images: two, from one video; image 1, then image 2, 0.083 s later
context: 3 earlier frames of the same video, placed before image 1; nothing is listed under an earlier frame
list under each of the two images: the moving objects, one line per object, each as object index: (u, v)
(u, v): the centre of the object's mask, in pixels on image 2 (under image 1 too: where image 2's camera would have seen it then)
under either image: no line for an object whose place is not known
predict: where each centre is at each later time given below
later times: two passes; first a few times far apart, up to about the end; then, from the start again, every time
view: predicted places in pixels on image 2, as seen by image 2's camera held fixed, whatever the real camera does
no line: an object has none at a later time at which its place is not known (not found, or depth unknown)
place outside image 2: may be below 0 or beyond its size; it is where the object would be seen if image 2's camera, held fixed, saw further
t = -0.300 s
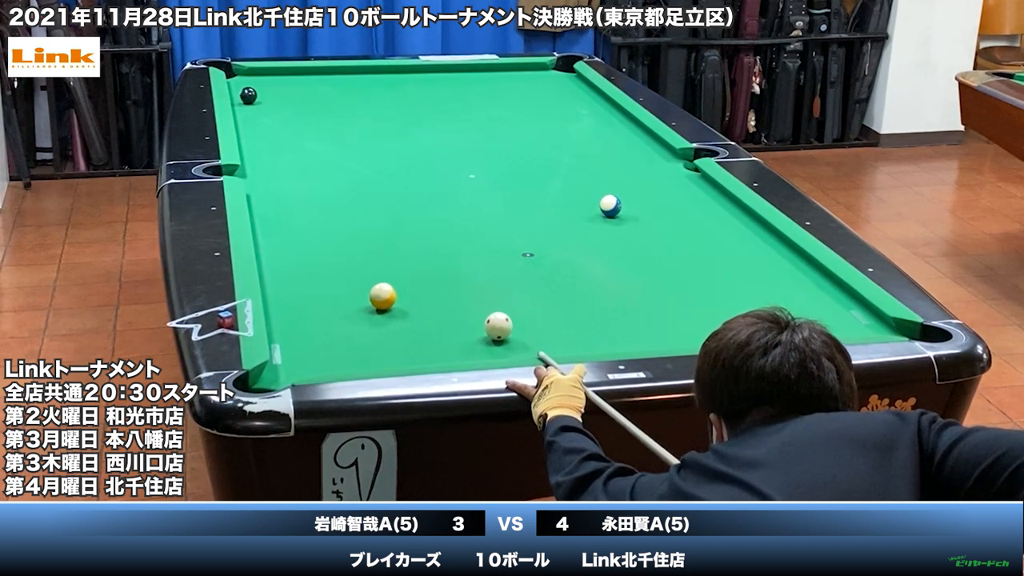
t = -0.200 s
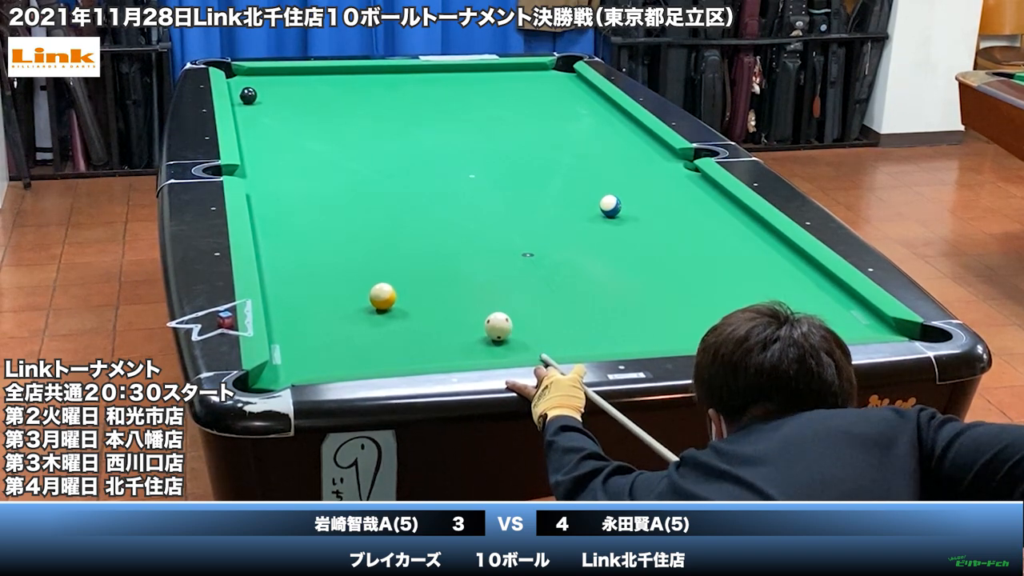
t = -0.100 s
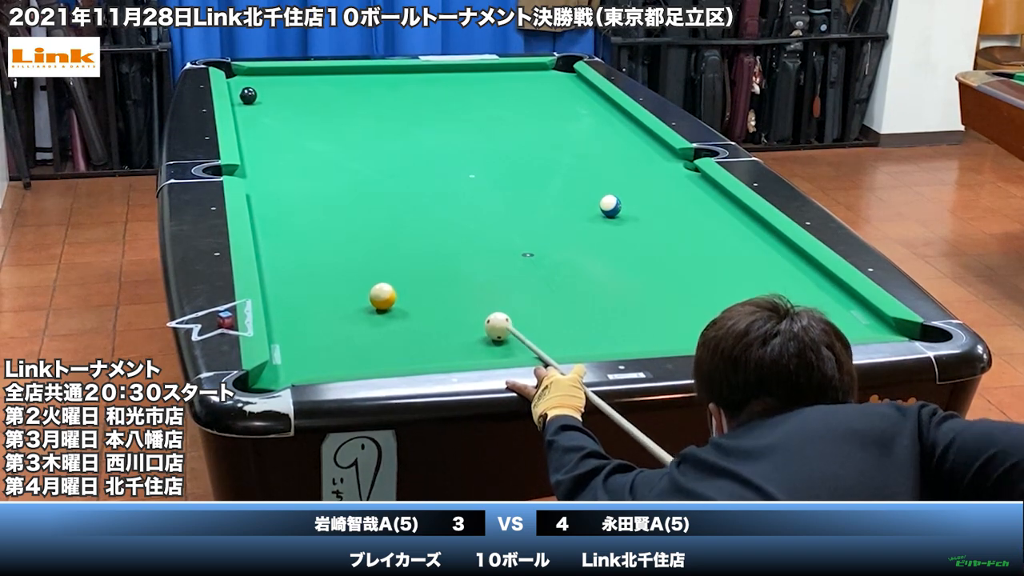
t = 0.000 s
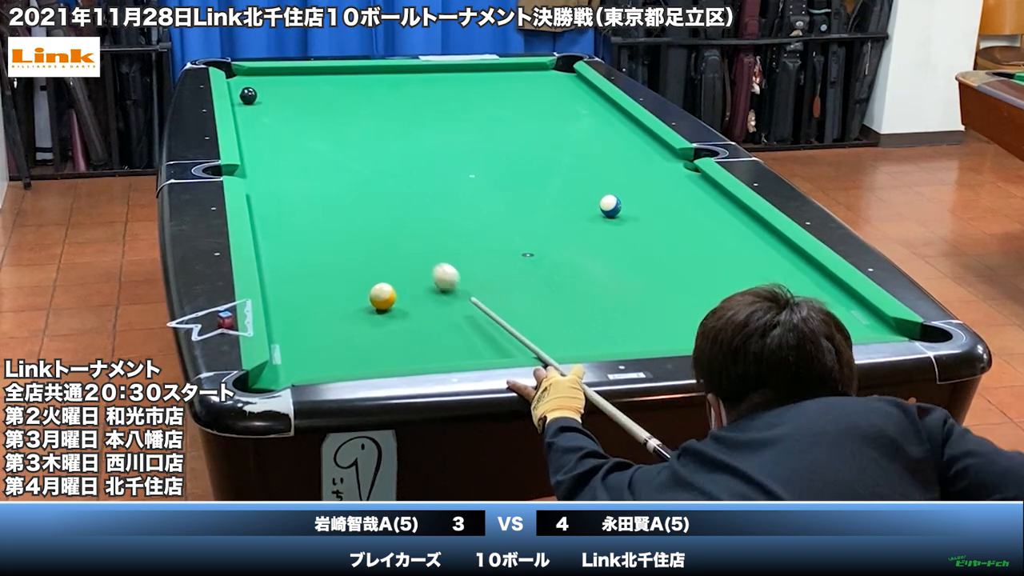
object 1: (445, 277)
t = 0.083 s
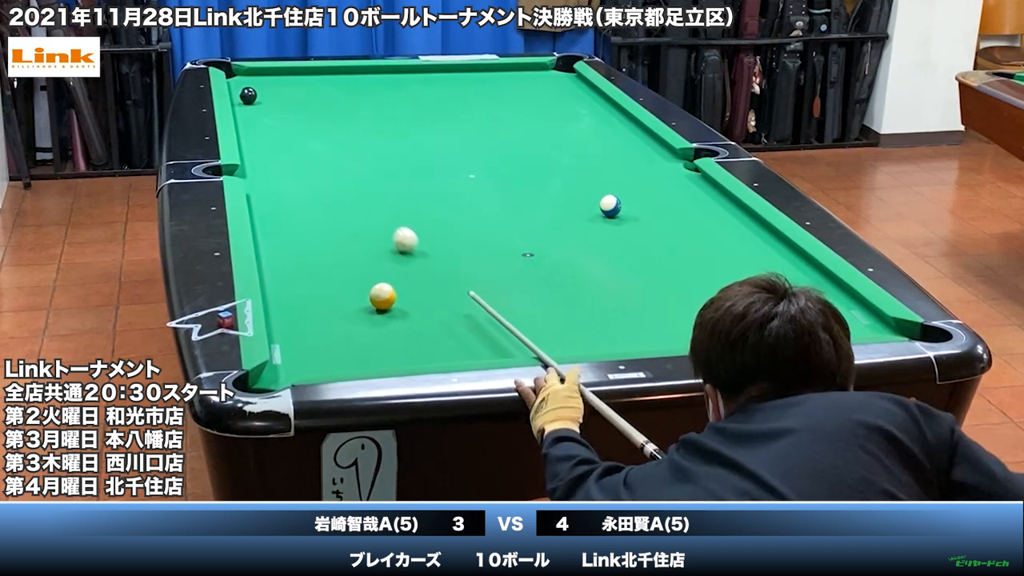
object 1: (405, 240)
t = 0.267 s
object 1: (333, 174)
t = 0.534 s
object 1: (257, 105)
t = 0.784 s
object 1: (241, 96)
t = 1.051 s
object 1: (246, 85)
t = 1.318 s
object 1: (250, 73)
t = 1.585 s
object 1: (254, 74)
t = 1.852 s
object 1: (259, 79)
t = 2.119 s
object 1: (263, 84)
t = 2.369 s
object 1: (267, 88)
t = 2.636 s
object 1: (272, 93)
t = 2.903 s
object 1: (275, 97)
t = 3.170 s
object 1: (279, 101)
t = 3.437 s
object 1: (282, 104)
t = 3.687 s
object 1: (285, 107)
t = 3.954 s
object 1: (288, 110)
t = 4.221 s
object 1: (291, 113)
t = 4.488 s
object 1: (292, 115)
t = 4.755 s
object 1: (293, 117)
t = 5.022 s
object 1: (294, 118)
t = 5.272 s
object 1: (294, 119)
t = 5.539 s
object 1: (294, 120)
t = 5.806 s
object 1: (294, 121)
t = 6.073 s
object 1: (294, 121)
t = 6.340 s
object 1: (294, 121)
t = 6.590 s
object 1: (294, 121)
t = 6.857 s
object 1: (294, 121)
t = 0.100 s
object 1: (398, 234)
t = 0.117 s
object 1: (390, 227)
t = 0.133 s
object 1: (383, 220)
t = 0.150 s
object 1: (377, 214)
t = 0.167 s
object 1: (370, 208)
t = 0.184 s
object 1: (363, 202)
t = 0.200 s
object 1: (357, 196)
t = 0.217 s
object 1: (351, 191)
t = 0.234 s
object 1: (345, 185)
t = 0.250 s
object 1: (339, 180)
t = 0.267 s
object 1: (333, 174)
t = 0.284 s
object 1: (328, 169)
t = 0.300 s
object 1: (323, 165)
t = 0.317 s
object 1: (317, 159)
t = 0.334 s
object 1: (312, 155)
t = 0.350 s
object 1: (307, 150)
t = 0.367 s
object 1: (301, 146)
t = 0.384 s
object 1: (297, 141)
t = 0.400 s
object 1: (292, 137)
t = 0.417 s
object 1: (287, 132)
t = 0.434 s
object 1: (282, 128)
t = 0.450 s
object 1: (278, 124)
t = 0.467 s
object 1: (273, 120)
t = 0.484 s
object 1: (269, 116)
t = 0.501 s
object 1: (265, 112)
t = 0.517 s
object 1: (261, 109)
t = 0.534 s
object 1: (257, 105)
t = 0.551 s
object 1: (253, 102)
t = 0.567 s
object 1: (250, 99)
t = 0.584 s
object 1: (249, 99)
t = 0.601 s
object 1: (247, 99)
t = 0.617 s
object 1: (246, 99)
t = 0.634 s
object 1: (244, 99)
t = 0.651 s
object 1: (242, 99)
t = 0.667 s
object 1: (240, 99)
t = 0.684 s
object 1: (239, 98)
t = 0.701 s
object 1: (238, 98)
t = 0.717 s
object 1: (238, 98)
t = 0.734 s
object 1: (239, 97)
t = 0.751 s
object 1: (240, 97)
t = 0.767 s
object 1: (240, 96)
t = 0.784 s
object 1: (241, 96)
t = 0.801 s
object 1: (242, 95)
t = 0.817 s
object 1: (242, 95)
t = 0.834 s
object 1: (243, 94)
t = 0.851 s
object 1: (244, 93)
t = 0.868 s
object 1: (244, 93)
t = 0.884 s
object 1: (244, 92)
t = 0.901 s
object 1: (244, 91)
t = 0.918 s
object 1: (245, 91)
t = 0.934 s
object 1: (245, 90)
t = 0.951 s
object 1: (245, 89)
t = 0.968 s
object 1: (245, 88)
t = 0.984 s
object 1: (246, 87)
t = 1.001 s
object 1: (246, 87)
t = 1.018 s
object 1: (246, 86)
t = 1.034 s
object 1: (246, 85)
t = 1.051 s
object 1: (246, 85)
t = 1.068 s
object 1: (247, 84)
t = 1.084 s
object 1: (247, 83)
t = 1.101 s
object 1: (247, 82)
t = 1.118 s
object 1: (247, 82)
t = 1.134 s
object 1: (247, 81)
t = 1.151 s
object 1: (248, 81)
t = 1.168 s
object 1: (248, 80)
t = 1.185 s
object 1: (248, 79)
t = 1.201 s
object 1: (248, 78)
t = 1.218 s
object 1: (249, 78)
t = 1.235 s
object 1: (249, 77)
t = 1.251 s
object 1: (249, 76)
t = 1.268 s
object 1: (249, 76)
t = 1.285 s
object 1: (249, 75)
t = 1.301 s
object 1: (249, 74)
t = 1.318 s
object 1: (250, 73)
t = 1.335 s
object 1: (250, 73)
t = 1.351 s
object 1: (250, 72)
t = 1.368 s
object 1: (250, 72)
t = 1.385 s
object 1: (250, 71)
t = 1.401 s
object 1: (250, 71)
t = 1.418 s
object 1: (251, 71)
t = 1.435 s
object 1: (251, 71)
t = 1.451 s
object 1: (252, 71)
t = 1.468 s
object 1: (252, 72)
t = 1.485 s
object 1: (252, 72)
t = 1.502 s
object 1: (252, 72)
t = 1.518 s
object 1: (253, 73)
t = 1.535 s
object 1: (253, 73)
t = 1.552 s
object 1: (253, 73)
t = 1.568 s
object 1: (254, 74)
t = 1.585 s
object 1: (254, 74)
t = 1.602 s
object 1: (254, 74)
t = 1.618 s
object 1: (255, 75)
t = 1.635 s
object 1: (255, 75)
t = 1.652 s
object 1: (255, 75)
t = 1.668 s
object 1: (256, 76)
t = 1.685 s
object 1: (256, 76)
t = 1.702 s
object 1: (256, 76)
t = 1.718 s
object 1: (256, 77)
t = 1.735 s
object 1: (257, 77)
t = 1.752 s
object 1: (257, 77)
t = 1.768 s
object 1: (257, 77)
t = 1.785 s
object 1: (258, 78)
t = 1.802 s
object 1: (258, 78)
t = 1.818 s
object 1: (258, 79)
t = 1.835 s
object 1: (258, 79)
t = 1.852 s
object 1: (259, 79)
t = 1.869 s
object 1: (259, 79)
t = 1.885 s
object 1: (259, 80)
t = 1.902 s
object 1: (260, 80)
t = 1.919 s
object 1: (260, 80)
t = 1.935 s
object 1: (260, 81)
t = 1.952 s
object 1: (260, 81)
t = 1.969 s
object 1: (261, 81)
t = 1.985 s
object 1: (261, 82)
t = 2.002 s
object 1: (261, 82)
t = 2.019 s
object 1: (262, 82)
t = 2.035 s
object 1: (262, 82)
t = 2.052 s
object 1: (262, 83)
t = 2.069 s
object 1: (262, 83)
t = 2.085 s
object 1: (263, 83)
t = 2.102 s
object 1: (263, 84)
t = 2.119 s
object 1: (263, 84)
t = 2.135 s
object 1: (263, 84)
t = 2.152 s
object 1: (264, 85)
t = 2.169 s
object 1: (264, 85)
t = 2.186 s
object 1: (264, 85)
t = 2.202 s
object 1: (265, 85)
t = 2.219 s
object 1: (265, 86)
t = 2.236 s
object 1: (265, 86)
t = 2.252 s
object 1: (265, 86)
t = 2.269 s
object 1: (266, 87)
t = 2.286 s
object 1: (266, 87)
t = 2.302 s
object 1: (266, 87)
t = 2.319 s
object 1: (266, 88)
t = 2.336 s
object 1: (267, 88)
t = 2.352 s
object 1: (267, 88)
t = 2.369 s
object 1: (267, 88)
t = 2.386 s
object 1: (267, 89)
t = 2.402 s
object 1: (268, 89)
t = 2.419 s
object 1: (268, 89)
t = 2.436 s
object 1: (268, 90)
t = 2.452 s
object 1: (268, 90)
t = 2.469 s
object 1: (269, 90)
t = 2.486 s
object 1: (269, 90)
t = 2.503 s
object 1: (269, 91)
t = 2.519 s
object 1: (270, 91)
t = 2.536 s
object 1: (270, 91)
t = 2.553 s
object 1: (270, 91)
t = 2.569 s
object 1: (270, 92)
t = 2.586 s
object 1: (271, 92)
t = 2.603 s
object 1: (271, 92)
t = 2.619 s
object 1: (271, 93)
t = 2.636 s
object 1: (272, 93)
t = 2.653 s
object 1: (272, 93)
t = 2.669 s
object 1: (272, 93)
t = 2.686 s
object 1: (272, 94)
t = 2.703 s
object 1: (272, 94)
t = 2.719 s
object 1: (273, 94)
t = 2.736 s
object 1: (273, 94)
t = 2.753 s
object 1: (273, 95)
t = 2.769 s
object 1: (273, 95)
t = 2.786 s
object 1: (273, 95)
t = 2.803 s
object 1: (274, 95)
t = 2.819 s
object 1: (274, 96)
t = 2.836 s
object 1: (274, 96)
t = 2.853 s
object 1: (274, 96)
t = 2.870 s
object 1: (275, 96)
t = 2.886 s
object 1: (275, 97)
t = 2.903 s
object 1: (275, 97)
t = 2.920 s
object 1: (275, 97)
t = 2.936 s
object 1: (276, 97)
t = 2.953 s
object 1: (276, 98)
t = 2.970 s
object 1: (276, 98)
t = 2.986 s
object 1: (276, 98)
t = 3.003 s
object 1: (276, 98)
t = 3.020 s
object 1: (277, 98)
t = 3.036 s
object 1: (277, 99)
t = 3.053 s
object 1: (277, 99)
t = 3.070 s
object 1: (277, 99)
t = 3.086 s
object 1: (278, 100)
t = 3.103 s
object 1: (278, 100)
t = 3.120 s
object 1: (278, 100)
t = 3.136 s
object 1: (278, 100)
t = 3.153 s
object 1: (278, 101)
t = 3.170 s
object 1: (279, 101)
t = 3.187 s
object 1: (279, 101)
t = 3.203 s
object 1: (279, 101)
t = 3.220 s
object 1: (279, 101)
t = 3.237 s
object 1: (279, 102)
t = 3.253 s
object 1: (280, 102)
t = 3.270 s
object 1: (280, 102)
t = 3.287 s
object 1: (280, 102)
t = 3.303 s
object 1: (280, 103)
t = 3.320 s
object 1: (281, 103)
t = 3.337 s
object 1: (281, 103)
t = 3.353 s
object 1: (281, 103)
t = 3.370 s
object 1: (281, 103)
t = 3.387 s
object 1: (281, 104)
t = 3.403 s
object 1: (282, 104)
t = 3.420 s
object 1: (282, 104)
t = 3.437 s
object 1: (282, 104)
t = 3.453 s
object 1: (282, 104)
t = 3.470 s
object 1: (283, 105)
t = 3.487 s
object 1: (283, 105)
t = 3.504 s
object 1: (283, 105)
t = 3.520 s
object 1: (283, 105)
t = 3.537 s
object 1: (283, 106)
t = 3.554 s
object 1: (283, 106)
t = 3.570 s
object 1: (284, 106)
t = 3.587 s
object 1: (284, 106)
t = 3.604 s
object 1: (284, 106)
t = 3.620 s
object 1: (284, 107)
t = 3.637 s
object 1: (284, 107)
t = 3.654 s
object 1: (285, 107)
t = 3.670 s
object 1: (285, 107)
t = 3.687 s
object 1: (285, 107)
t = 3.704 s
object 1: (285, 108)
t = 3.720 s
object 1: (285, 108)
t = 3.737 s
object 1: (285, 108)
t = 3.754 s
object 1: (286, 108)
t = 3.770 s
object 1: (286, 108)
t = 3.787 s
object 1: (286, 108)
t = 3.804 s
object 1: (286, 109)
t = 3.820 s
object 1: (286, 109)
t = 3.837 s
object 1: (286, 109)
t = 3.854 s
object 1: (287, 109)
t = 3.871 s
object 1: (287, 109)
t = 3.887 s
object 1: (287, 110)
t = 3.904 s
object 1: (287, 110)
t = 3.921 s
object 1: (287, 110)
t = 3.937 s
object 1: (288, 110)
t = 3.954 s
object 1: (288, 110)
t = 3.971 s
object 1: (288, 110)
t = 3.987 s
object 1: (288, 111)
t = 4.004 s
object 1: (288, 111)
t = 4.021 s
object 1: (288, 111)
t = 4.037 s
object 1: (289, 111)
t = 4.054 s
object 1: (289, 111)
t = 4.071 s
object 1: (289, 111)
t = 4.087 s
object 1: (289, 111)
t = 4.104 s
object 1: (289, 112)
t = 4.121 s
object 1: (290, 112)
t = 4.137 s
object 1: (290, 112)
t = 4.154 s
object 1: (290, 112)
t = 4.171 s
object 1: (290, 112)
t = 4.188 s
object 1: (290, 112)
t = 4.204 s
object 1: (290, 113)
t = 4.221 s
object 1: (291, 113)
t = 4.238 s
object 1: (291, 113)
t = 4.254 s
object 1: (291, 113)
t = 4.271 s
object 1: (291, 113)
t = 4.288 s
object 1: (291, 113)
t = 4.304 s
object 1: (291, 114)
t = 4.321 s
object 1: (291, 114)
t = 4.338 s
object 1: (291, 114)
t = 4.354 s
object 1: (292, 114)
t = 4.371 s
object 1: (292, 114)
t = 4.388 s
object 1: (292, 114)
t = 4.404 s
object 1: (292, 114)
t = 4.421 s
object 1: (292, 115)
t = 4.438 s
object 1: (292, 115)
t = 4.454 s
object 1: (292, 115)
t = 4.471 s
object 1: (292, 115)
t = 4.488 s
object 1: (292, 115)
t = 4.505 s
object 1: (292, 115)
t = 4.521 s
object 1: (292, 115)
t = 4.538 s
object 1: (292, 115)
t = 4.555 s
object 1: (292, 115)
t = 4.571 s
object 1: (292, 115)
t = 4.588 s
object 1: (293, 116)
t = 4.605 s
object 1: (293, 116)
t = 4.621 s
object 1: (293, 116)
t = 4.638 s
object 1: (293, 116)
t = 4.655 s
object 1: (293, 116)
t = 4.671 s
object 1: (293, 116)
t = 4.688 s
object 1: (293, 116)
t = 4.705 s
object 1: (293, 116)
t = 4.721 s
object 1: (293, 116)
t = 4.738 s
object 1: (293, 117)
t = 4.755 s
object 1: (293, 117)
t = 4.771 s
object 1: (293, 117)
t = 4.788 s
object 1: (293, 117)
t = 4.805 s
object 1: (293, 117)
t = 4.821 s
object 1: (293, 117)
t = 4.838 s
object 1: (293, 117)
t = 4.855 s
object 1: (293, 118)
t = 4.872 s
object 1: (294, 118)
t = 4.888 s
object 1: (294, 118)
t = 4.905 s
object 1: (294, 118)
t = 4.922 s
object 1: (294, 118)
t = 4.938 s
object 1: (294, 118)
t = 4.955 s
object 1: (294, 118)
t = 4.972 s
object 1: (294, 118)
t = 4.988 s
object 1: (294, 118)
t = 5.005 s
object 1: (294, 118)
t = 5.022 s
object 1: (294, 118)
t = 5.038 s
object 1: (294, 118)
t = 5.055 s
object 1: (294, 118)
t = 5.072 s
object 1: (294, 118)
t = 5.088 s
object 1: (294, 119)
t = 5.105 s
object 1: (294, 119)
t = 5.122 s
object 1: (294, 119)
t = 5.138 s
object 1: (294, 119)
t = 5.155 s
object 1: (294, 119)
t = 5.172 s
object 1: (294, 119)
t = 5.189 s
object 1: (294, 119)
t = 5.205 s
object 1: (294, 119)
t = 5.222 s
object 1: (294, 119)
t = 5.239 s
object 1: (294, 119)
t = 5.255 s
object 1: (294, 119)
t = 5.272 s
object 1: (294, 119)
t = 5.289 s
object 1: (294, 119)
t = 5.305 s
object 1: (294, 119)
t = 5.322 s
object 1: (294, 119)
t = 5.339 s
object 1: (294, 119)
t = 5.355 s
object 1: (294, 120)
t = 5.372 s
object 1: (294, 120)
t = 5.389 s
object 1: (294, 120)
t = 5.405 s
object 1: (294, 120)
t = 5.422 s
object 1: (294, 120)
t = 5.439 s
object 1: (294, 120)
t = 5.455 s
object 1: (294, 120)
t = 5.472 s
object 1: (294, 120)
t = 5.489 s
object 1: (294, 120)
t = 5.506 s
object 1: (294, 120)
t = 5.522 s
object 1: (294, 120)
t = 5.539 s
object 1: (294, 120)
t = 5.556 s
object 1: (294, 120)
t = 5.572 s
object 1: (294, 120)
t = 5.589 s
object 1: (294, 120)
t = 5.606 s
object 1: (294, 120)
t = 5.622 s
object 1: (294, 120)
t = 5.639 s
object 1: (294, 120)
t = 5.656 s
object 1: (294, 120)
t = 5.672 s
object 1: (294, 120)
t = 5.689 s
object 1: (294, 120)
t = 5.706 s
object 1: (294, 120)
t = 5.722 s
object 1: (294, 120)
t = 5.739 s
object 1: (294, 120)
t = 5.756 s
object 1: (294, 120)
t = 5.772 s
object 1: (294, 120)
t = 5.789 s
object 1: (294, 121)
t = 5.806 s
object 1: (294, 121)
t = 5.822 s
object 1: (294, 121)
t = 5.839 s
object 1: (294, 121)
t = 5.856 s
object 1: (294, 121)
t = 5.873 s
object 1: (294, 121)
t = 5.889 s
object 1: (294, 121)
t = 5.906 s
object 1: (294, 121)
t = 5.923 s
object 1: (294, 121)
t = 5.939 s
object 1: (294, 121)
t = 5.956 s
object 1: (294, 121)
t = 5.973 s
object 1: (294, 121)
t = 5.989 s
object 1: (294, 121)
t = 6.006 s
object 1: (294, 121)
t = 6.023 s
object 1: (294, 121)
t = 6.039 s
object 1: (294, 121)
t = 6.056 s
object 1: (294, 121)
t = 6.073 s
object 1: (294, 121)
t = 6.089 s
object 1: (294, 121)
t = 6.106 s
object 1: (294, 121)
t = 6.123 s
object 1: (294, 121)
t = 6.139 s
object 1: (294, 121)
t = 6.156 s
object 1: (294, 121)
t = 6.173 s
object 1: (294, 121)
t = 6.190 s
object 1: (294, 121)
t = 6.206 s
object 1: (294, 121)
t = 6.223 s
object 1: (294, 121)
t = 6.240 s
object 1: (294, 121)
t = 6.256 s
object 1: (294, 121)
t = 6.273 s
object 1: (294, 121)
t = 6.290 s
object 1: (294, 121)
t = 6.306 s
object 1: (294, 121)
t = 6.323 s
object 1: (294, 121)
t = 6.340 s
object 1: (294, 121)
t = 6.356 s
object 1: (294, 121)
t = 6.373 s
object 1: (294, 121)
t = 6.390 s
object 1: (294, 121)
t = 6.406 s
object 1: (294, 121)
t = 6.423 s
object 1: (294, 121)
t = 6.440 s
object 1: (294, 121)
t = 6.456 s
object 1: (294, 121)
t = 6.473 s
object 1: (294, 121)
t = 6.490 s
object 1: (294, 121)
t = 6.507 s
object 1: (294, 121)
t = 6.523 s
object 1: (294, 121)
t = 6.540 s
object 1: (294, 121)
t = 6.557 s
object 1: (294, 121)
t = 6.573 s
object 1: (294, 121)
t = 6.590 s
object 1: (294, 121)
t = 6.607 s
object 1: (294, 121)
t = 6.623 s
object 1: (294, 121)
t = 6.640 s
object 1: (294, 121)
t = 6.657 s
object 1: (294, 121)
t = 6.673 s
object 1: (294, 121)
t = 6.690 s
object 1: (294, 121)
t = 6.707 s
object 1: (294, 121)
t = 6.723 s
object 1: (294, 121)
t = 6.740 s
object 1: (294, 121)
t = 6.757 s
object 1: (294, 121)
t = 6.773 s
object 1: (294, 121)
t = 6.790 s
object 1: (294, 121)
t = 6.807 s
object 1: (294, 121)
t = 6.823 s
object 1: (294, 121)
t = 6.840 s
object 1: (294, 121)
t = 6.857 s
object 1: (294, 121)
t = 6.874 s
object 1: (294, 121)
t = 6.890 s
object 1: (294, 121)
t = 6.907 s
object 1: (294, 121)
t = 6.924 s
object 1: (294, 121)
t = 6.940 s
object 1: (294, 121)
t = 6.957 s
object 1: (294, 121)
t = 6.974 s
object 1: (294, 121)
